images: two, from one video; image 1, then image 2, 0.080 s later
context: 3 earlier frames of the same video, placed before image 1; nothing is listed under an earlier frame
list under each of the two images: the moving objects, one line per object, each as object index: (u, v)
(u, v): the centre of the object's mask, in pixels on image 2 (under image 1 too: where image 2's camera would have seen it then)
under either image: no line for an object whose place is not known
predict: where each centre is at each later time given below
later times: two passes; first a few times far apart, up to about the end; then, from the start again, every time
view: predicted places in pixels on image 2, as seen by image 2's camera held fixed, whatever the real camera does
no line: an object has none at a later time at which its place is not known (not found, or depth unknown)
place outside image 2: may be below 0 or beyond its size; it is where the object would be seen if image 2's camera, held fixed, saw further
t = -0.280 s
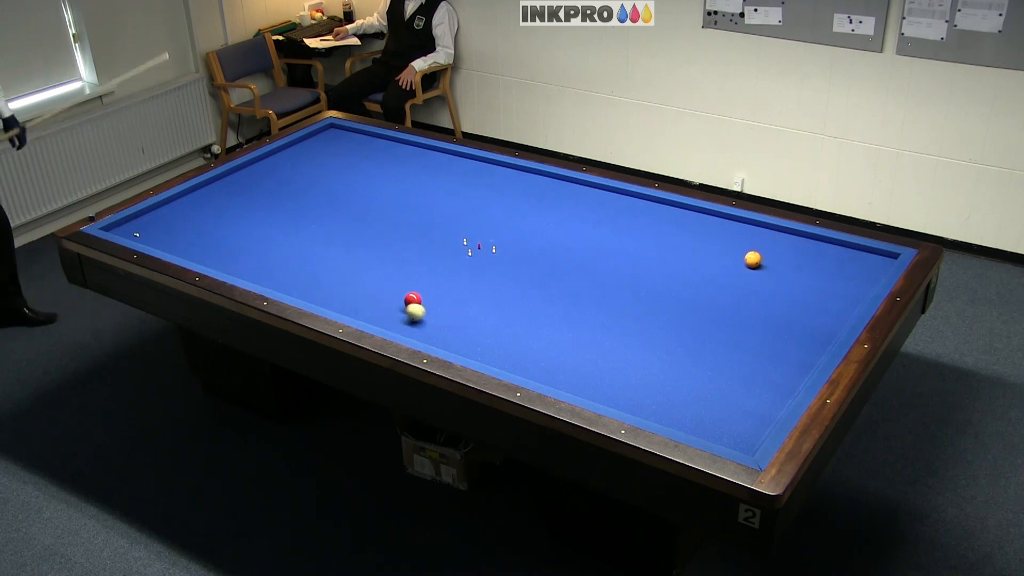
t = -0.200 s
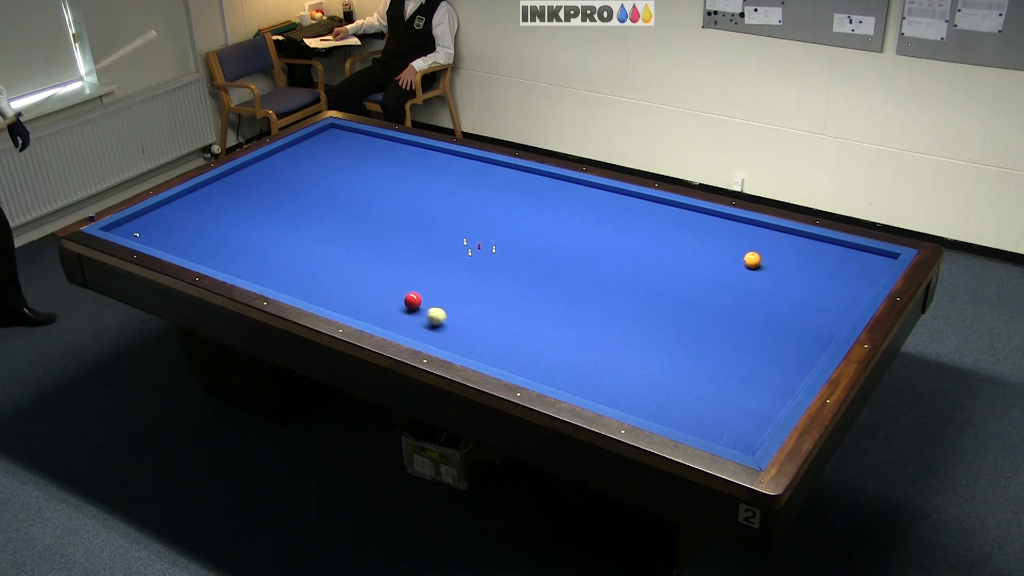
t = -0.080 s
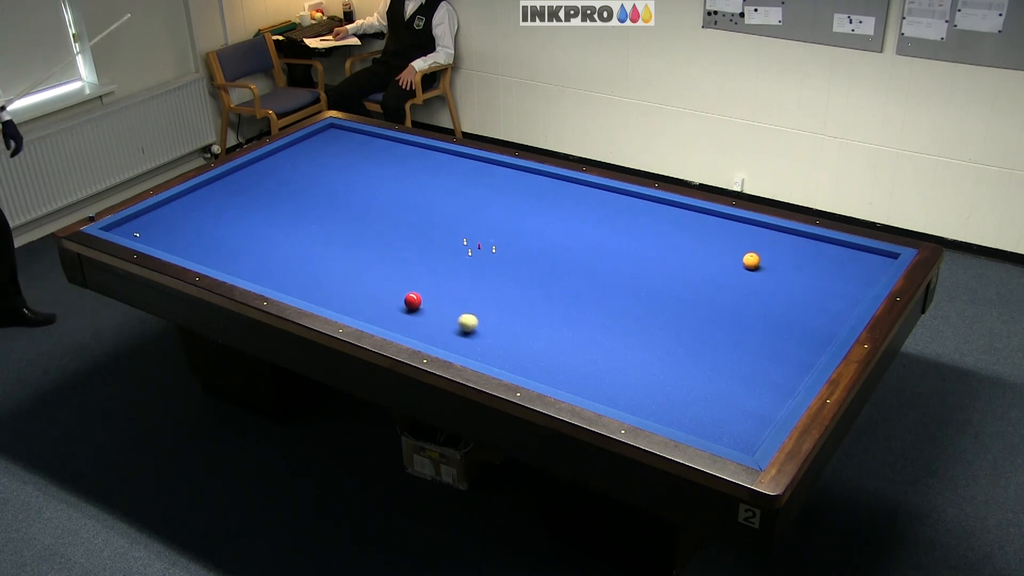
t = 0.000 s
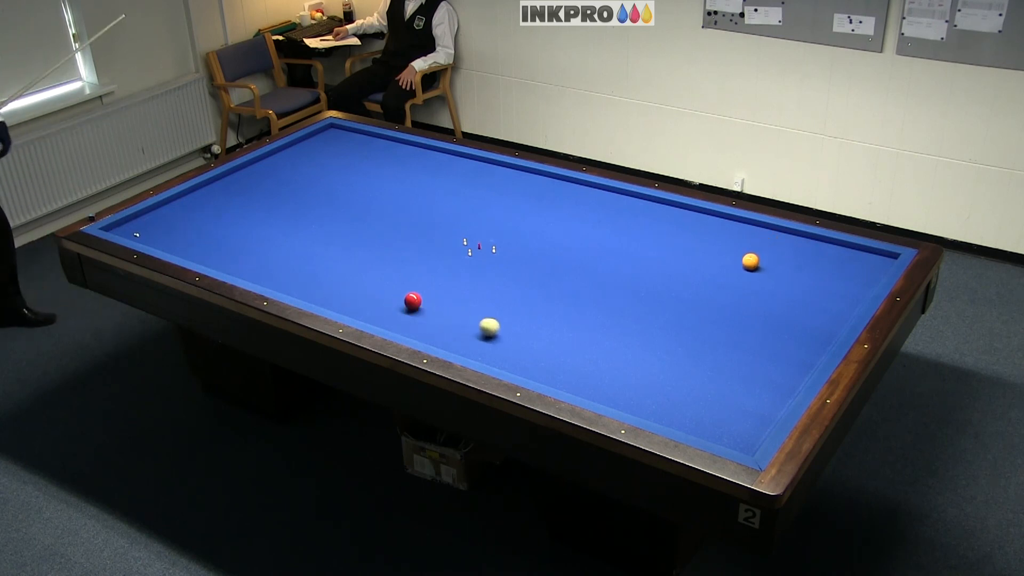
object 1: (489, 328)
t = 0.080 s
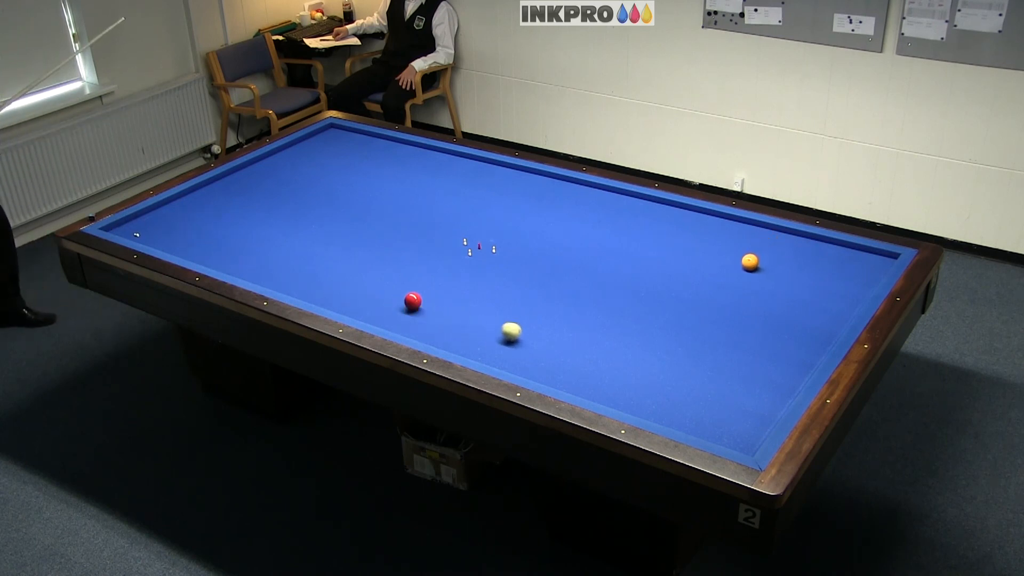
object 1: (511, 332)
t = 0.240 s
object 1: (555, 341)
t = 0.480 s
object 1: (623, 355)
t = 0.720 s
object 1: (693, 369)
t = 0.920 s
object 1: (753, 381)
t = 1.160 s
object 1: (775, 380)
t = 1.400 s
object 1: (743, 362)
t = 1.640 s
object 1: (713, 346)
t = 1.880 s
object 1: (685, 331)
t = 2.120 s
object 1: (659, 317)
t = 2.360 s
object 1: (635, 304)
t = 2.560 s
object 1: (616, 293)
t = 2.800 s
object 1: (594, 282)
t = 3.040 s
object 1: (574, 271)
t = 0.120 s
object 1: (522, 334)
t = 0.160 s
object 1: (533, 337)
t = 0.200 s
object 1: (544, 339)
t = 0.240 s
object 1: (555, 341)
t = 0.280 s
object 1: (566, 343)
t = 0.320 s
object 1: (577, 346)
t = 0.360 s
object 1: (589, 348)
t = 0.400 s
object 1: (600, 350)
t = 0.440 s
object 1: (611, 353)
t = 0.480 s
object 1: (623, 355)
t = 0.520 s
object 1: (634, 357)
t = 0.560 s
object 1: (646, 360)
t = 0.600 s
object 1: (658, 362)
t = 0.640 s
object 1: (669, 364)
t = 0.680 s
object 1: (681, 367)
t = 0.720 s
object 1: (693, 369)
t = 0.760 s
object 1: (705, 371)
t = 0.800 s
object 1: (717, 373)
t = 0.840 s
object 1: (729, 376)
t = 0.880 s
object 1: (741, 378)
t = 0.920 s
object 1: (753, 381)
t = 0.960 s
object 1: (765, 383)
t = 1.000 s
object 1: (777, 385)
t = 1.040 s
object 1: (789, 387)
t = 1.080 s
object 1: (789, 386)
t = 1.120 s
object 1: (782, 383)
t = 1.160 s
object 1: (775, 380)
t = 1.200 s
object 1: (770, 377)
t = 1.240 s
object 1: (764, 374)
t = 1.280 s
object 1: (759, 370)
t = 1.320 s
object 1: (754, 368)
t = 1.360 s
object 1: (748, 365)
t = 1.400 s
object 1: (743, 362)
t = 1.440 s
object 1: (738, 359)
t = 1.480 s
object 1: (733, 356)
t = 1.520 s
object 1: (728, 354)
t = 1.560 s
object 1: (723, 351)
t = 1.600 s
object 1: (718, 348)
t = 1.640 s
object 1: (713, 346)
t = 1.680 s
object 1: (708, 343)
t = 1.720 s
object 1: (704, 341)
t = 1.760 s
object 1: (699, 338)
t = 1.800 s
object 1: (694, 336)
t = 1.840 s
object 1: (690, 333)
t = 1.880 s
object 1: (685, 331)
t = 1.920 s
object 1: (681, 328)
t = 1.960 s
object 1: (677, 326)
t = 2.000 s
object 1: (672, 324)
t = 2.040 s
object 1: (668, 321)
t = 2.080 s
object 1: (664, 319)
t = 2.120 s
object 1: (659, 317)
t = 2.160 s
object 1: (655, 314)
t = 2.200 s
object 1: (651, 312)
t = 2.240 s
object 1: (647, 310)
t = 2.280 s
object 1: (643, 308)
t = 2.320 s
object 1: (639, 306)
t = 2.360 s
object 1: (635, 304)
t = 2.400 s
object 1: (631, 302)
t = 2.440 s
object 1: (627, 300)
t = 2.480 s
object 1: (623, 297)
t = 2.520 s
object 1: (619, 295)
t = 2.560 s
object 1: (616, 293)
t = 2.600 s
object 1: (612, 291)
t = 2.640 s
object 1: (608, 289)
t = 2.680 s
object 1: (605, 287)
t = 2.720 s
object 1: (601, 286)
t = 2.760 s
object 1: (598, 283)
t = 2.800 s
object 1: (594, 282)
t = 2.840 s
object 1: (591, 280)
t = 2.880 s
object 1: (587, 278)
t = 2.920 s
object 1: (584, 276)
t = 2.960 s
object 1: (580, 274)
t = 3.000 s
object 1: (577, 273)
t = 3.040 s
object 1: (574, 271)
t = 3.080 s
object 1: (570, 269)
